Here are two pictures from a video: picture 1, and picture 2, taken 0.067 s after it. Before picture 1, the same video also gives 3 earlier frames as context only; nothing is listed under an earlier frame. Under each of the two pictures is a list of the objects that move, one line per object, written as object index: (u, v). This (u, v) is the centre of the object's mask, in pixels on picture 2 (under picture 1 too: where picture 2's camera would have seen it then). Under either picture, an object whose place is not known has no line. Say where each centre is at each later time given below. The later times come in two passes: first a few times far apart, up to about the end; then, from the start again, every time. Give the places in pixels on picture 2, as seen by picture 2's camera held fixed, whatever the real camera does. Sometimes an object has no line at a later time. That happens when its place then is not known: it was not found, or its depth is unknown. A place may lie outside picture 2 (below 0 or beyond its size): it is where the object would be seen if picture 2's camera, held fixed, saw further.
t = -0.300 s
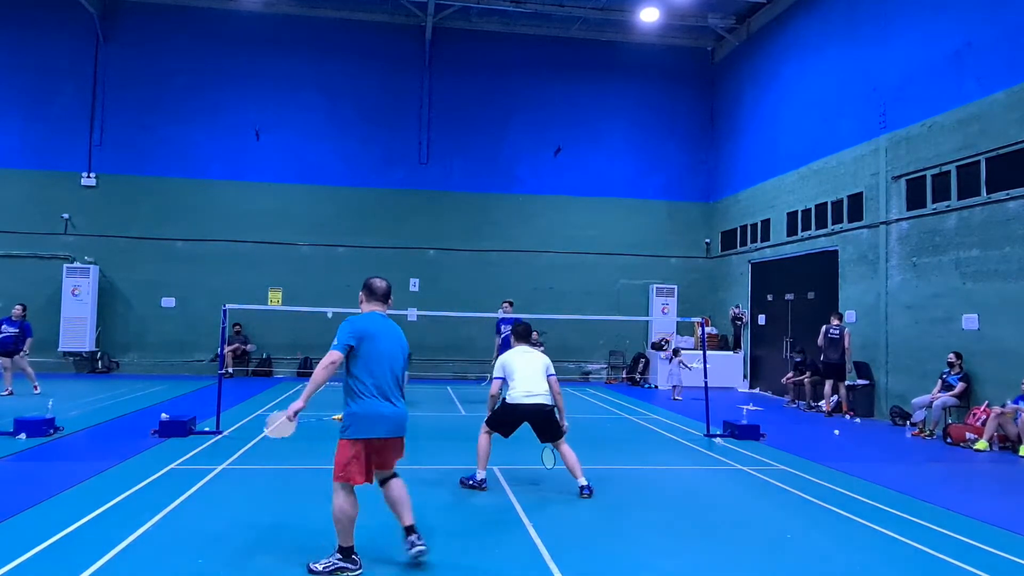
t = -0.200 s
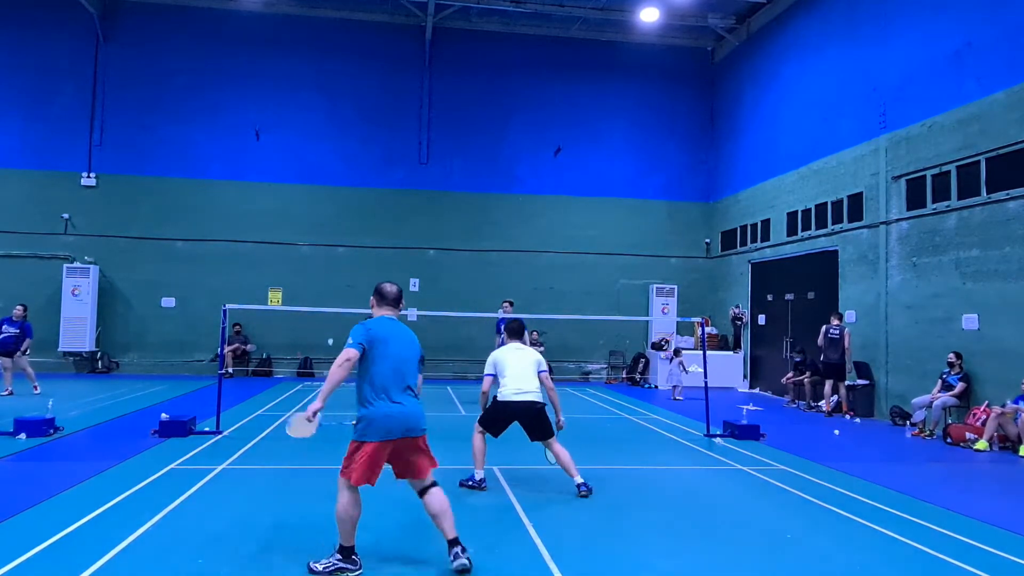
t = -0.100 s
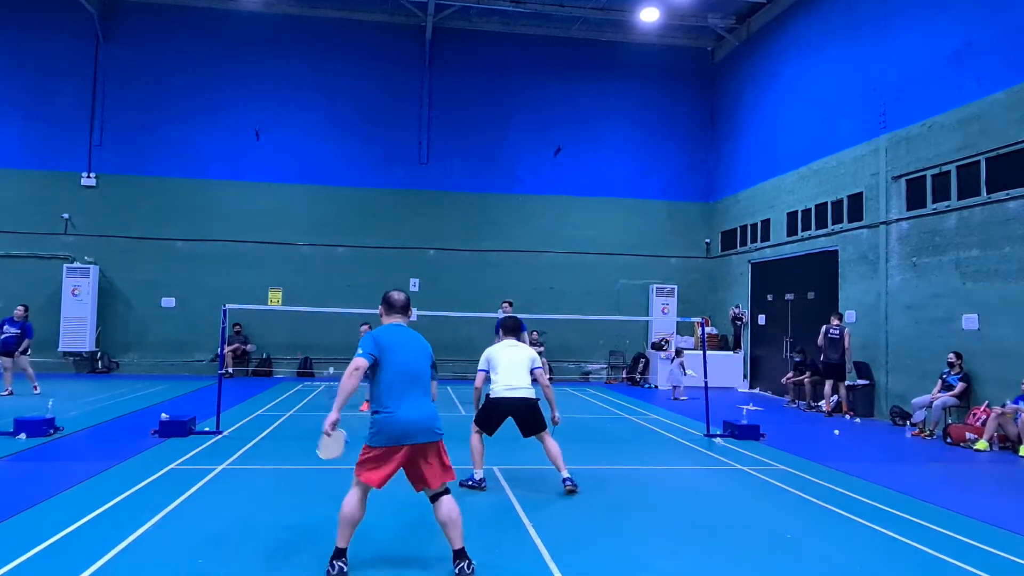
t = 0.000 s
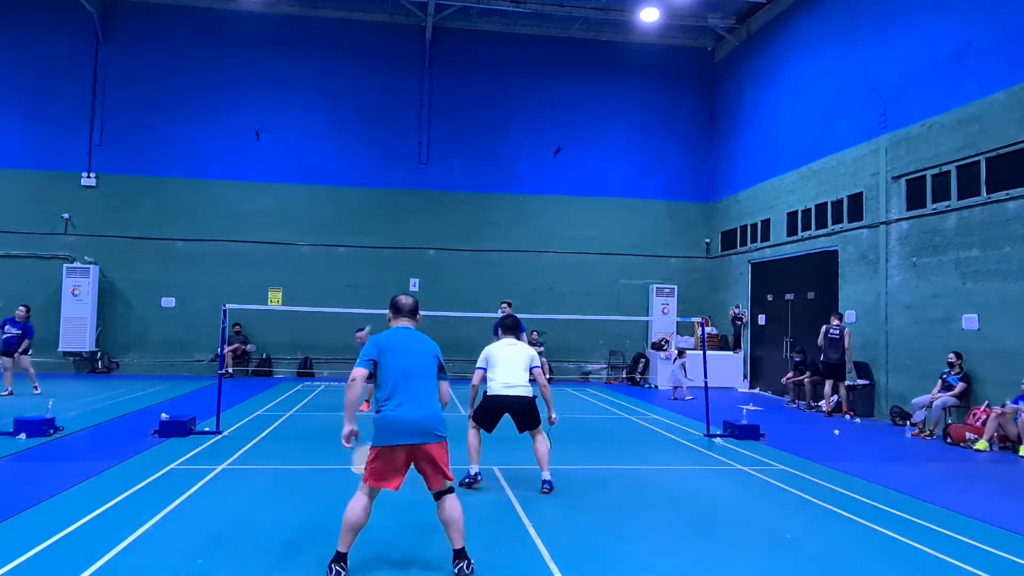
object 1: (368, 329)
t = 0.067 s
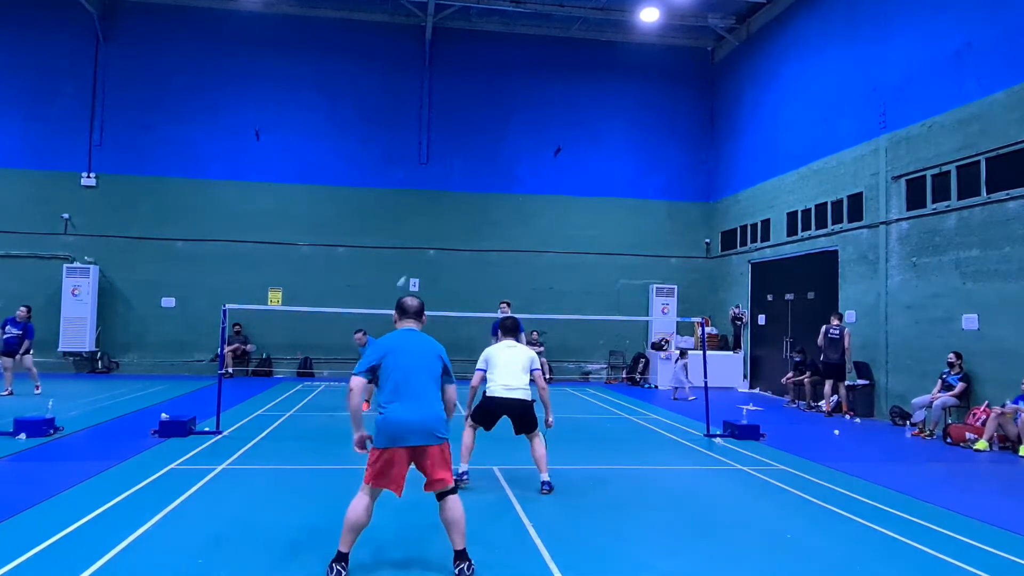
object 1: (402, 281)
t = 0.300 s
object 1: (504, 157)
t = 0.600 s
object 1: (615, 82)
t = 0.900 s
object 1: (722, 104)
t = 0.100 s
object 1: (418, 259)
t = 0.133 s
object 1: (434, 239)
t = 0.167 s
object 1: (449, 220)
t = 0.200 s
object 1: (463, 202)
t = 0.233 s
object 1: (477, 186)
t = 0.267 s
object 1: (491, 171)
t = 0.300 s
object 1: (504, 157)
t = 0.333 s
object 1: (517, 144)
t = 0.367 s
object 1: (530, 133)
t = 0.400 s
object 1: (542, 122)
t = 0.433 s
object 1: (555, 112)
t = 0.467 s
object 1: (567, 104)
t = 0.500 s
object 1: (579, 97)
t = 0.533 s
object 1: (591, 91)
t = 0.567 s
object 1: (603, 86)
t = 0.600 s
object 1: (615, 82)
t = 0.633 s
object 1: (628, 79)
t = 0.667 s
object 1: (639, 77)
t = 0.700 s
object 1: (651, 77)
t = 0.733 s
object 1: (663, 78)
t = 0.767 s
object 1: (675, 80)
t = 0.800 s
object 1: (687, 84)
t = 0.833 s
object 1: (699, 89)
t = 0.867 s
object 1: (711, 96)
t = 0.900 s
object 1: (722, 104)
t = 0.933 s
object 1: (734, 113)
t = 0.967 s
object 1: (746, 124)
